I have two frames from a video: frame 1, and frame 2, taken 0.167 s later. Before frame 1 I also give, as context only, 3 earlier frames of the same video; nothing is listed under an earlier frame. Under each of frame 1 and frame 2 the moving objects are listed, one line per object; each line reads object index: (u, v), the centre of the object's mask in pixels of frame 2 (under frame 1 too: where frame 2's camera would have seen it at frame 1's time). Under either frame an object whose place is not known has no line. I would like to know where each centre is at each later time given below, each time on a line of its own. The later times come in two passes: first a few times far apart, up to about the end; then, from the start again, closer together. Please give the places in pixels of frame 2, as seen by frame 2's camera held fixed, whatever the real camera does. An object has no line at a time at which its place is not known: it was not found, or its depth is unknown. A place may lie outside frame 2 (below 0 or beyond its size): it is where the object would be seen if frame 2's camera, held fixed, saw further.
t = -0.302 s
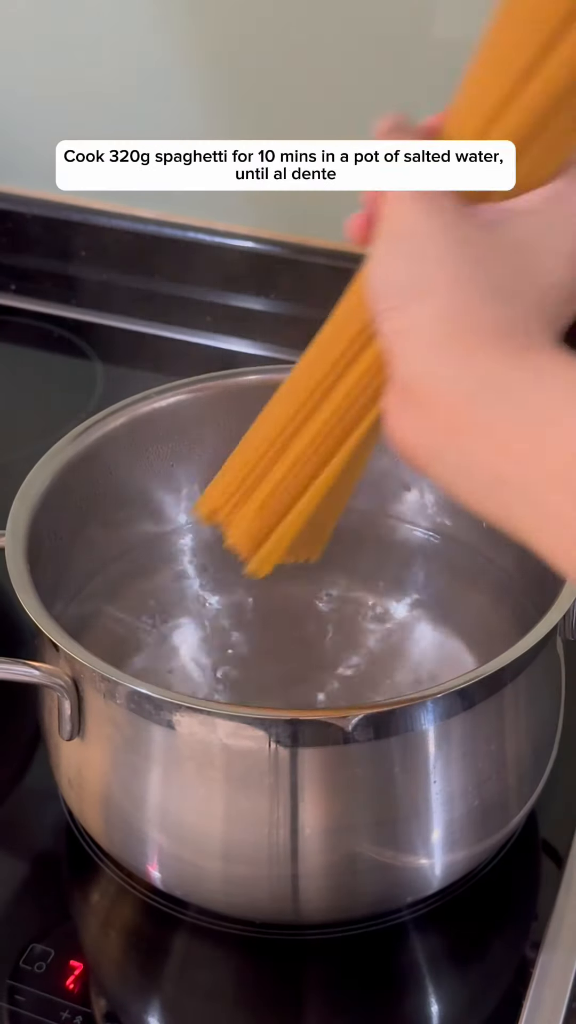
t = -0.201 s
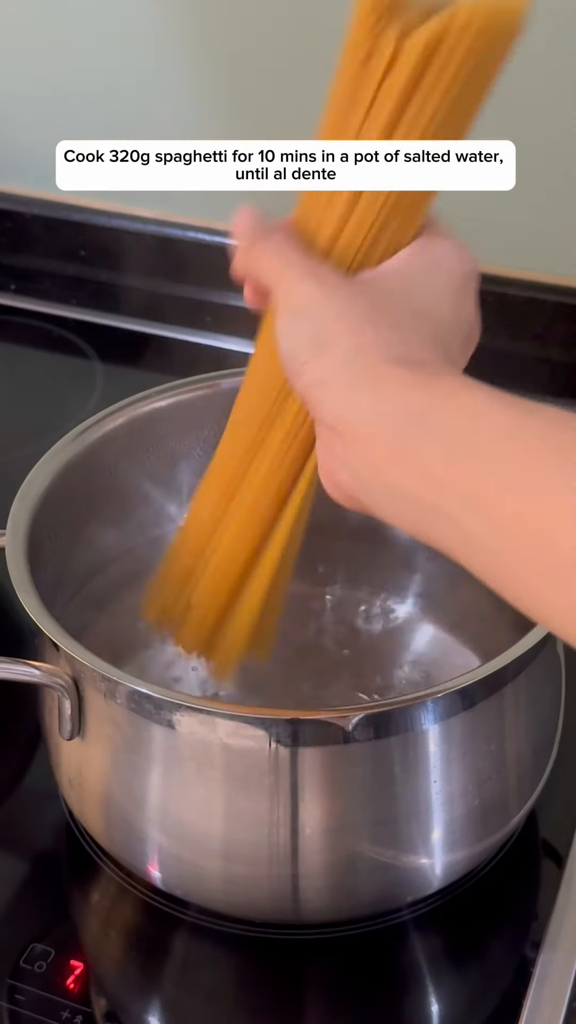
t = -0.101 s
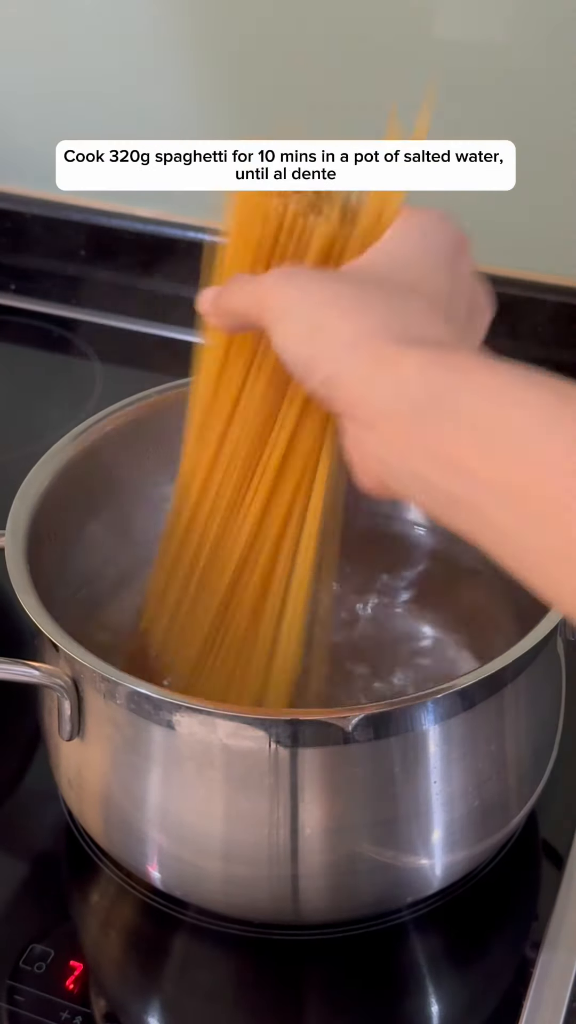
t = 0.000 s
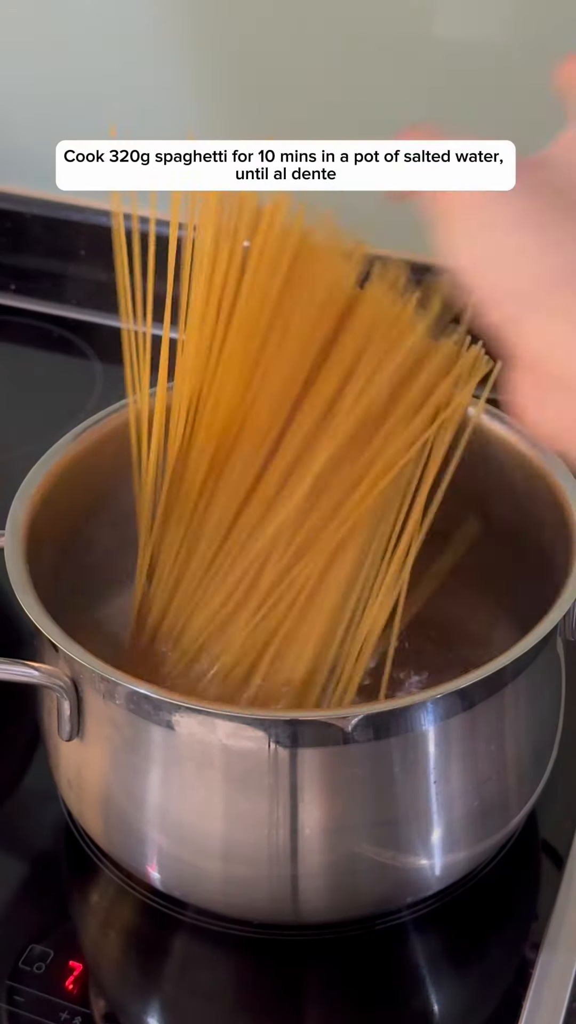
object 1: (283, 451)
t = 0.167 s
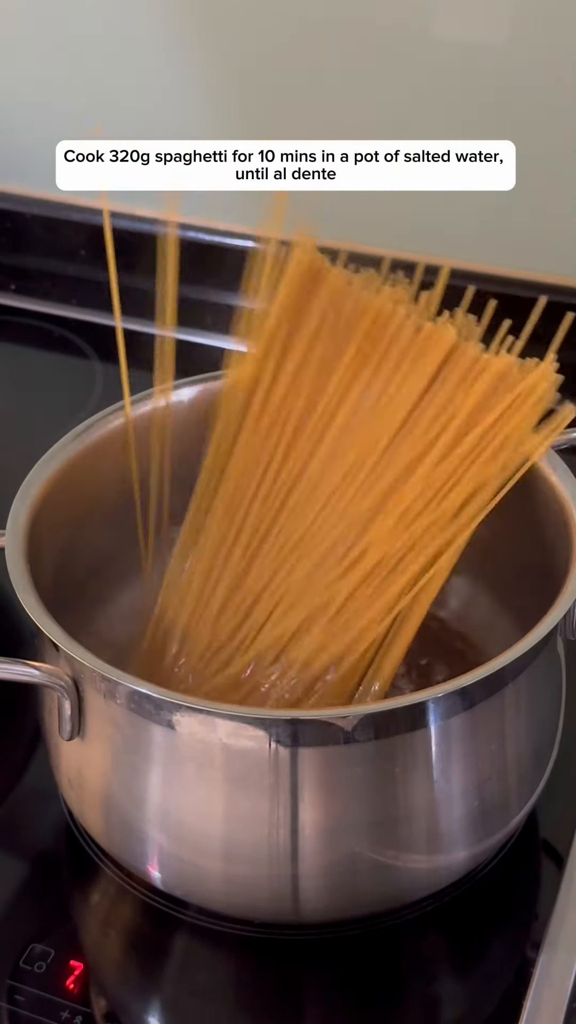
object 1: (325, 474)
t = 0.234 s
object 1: (339, 484)
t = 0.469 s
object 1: (356, 490)
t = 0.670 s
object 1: (356, 490)
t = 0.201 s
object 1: (335, 482)
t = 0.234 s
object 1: (339, 484)
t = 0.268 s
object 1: (351, 488)
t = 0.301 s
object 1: (356, 492)
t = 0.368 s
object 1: (352, 489)
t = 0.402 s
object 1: (354, 491)
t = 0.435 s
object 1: (356, 490)
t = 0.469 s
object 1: (356, 490)
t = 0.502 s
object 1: (356, 490)
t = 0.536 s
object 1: (356, 490)
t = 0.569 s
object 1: (355, 490)
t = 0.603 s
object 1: (356, 490)
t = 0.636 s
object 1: (356, 490)
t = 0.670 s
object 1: (356, 490)
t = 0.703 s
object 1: (356, 490)
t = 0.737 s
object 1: (356, 489)
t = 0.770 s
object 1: (357, 489)
